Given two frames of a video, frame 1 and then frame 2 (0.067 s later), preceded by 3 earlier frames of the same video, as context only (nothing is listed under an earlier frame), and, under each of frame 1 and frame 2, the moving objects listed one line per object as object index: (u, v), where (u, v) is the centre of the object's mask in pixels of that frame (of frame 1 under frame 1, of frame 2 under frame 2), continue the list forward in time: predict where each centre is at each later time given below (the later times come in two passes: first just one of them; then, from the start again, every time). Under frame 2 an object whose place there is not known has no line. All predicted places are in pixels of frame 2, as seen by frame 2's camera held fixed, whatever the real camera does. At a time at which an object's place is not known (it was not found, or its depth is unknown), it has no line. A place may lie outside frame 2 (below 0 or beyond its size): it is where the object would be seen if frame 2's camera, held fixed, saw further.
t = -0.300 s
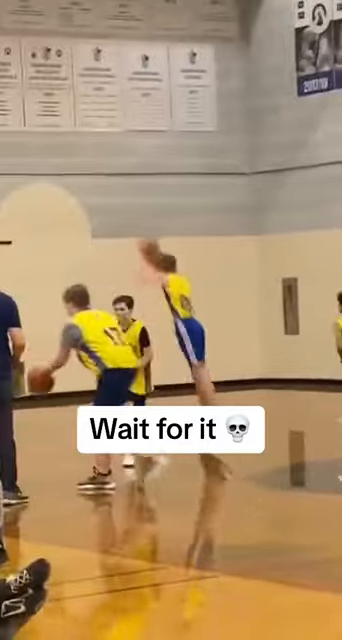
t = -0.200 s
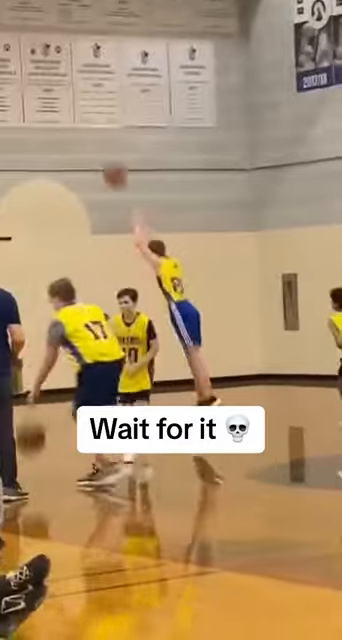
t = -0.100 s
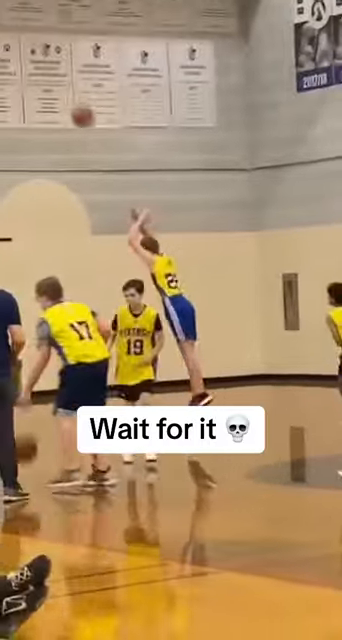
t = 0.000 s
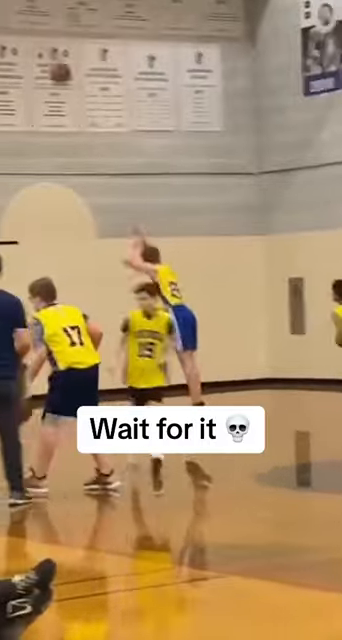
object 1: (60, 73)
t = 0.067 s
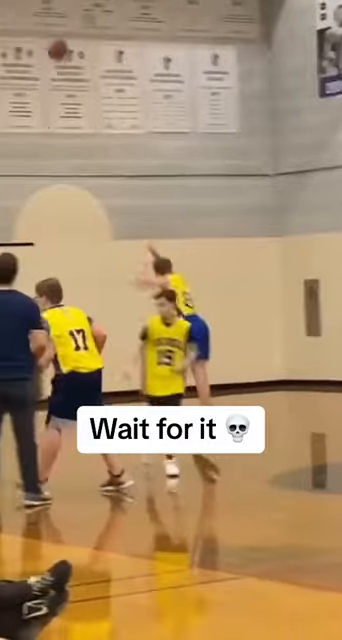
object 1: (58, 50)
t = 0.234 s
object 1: (16, 6)
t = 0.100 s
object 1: (49, 39)
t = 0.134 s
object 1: (40, 30)
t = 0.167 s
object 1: (31, 21)
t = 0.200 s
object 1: (23, 13)
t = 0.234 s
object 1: (16, 6)
